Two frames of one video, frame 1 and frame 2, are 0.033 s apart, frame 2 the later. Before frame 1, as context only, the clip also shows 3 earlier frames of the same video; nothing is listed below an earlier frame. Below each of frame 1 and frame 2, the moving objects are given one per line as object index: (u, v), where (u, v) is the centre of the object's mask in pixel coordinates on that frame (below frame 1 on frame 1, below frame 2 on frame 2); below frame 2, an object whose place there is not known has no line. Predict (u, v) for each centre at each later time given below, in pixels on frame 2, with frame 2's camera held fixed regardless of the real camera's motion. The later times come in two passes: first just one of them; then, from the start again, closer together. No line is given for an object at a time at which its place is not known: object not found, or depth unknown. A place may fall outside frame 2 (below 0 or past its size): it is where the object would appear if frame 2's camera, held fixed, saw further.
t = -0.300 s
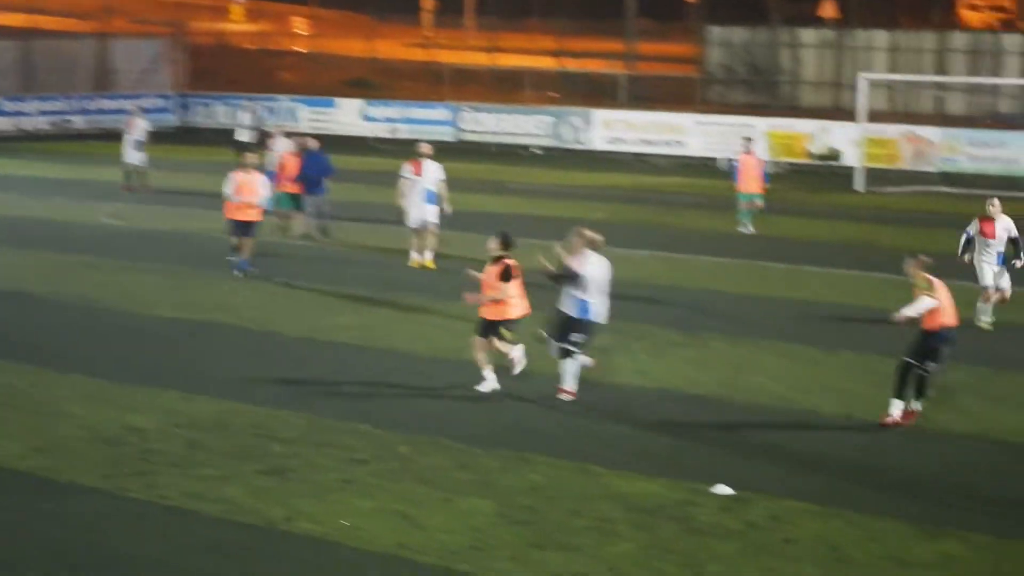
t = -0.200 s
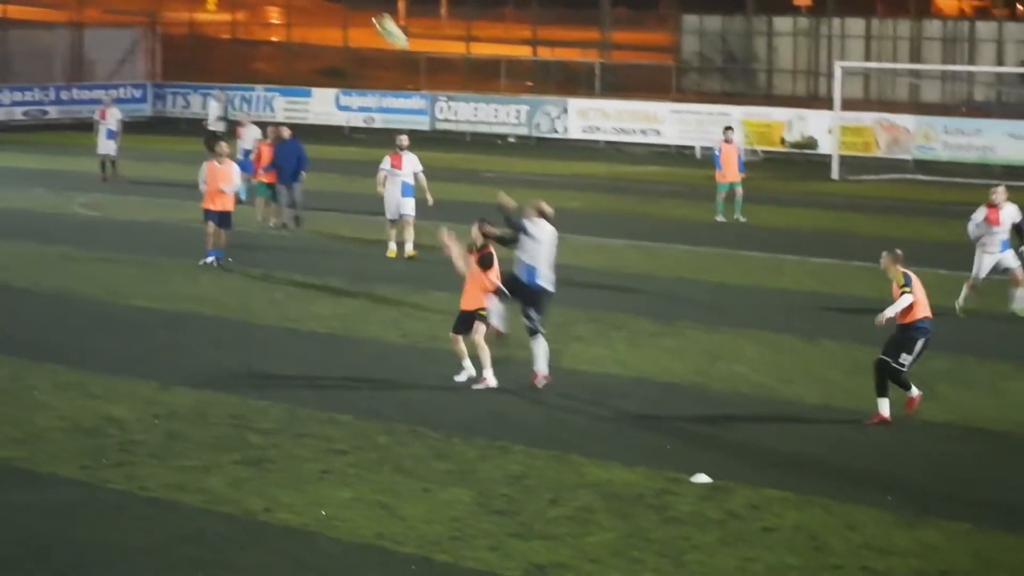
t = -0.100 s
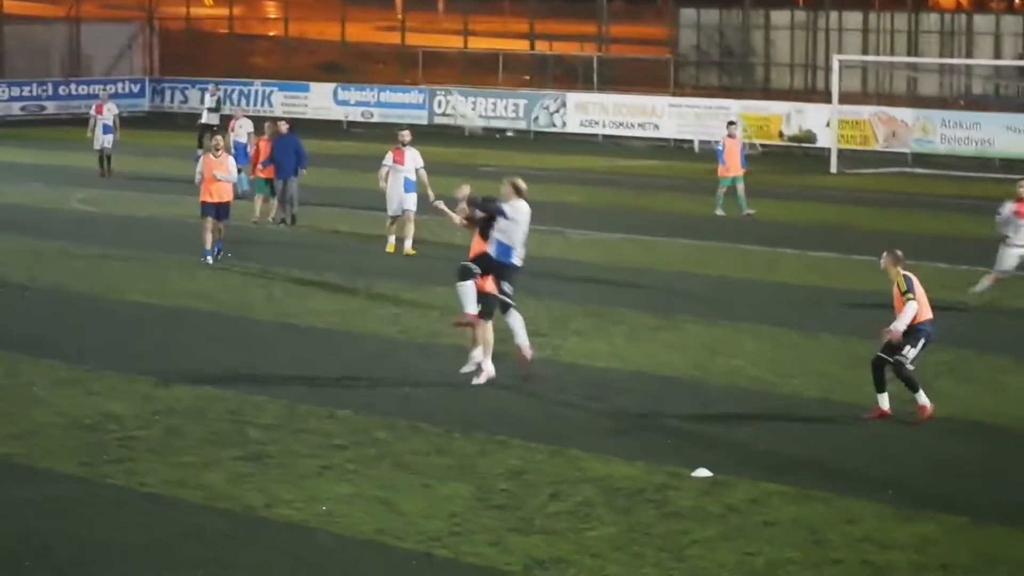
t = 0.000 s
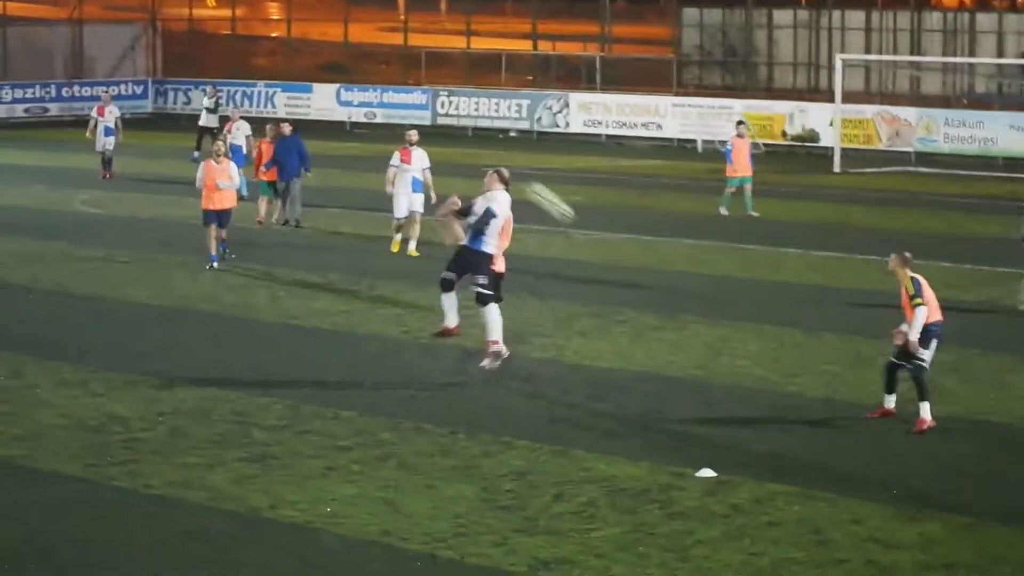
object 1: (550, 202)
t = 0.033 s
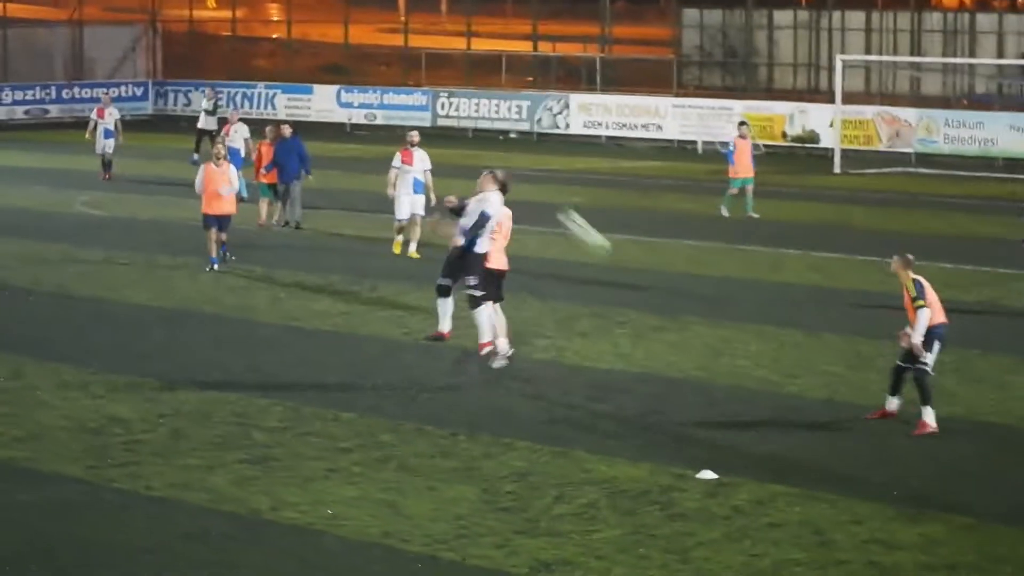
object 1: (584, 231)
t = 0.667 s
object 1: (962, 182)
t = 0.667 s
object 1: (962, 182)
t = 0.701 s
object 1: (976, 174)
